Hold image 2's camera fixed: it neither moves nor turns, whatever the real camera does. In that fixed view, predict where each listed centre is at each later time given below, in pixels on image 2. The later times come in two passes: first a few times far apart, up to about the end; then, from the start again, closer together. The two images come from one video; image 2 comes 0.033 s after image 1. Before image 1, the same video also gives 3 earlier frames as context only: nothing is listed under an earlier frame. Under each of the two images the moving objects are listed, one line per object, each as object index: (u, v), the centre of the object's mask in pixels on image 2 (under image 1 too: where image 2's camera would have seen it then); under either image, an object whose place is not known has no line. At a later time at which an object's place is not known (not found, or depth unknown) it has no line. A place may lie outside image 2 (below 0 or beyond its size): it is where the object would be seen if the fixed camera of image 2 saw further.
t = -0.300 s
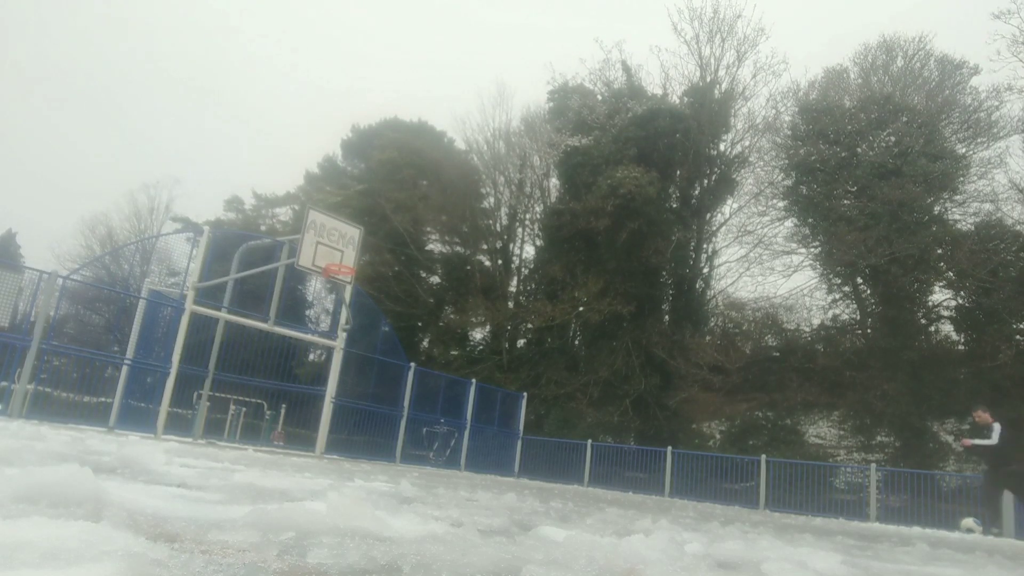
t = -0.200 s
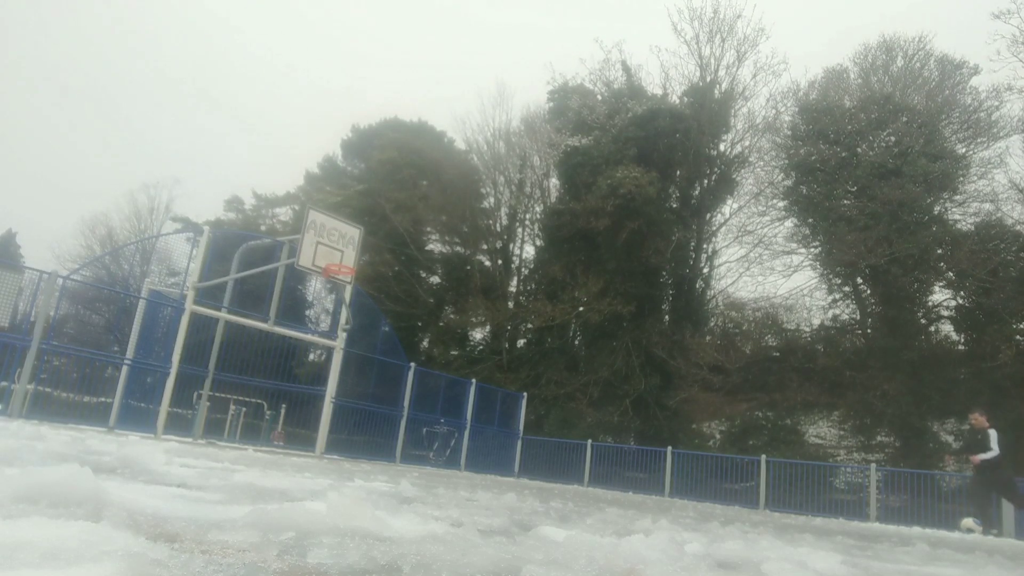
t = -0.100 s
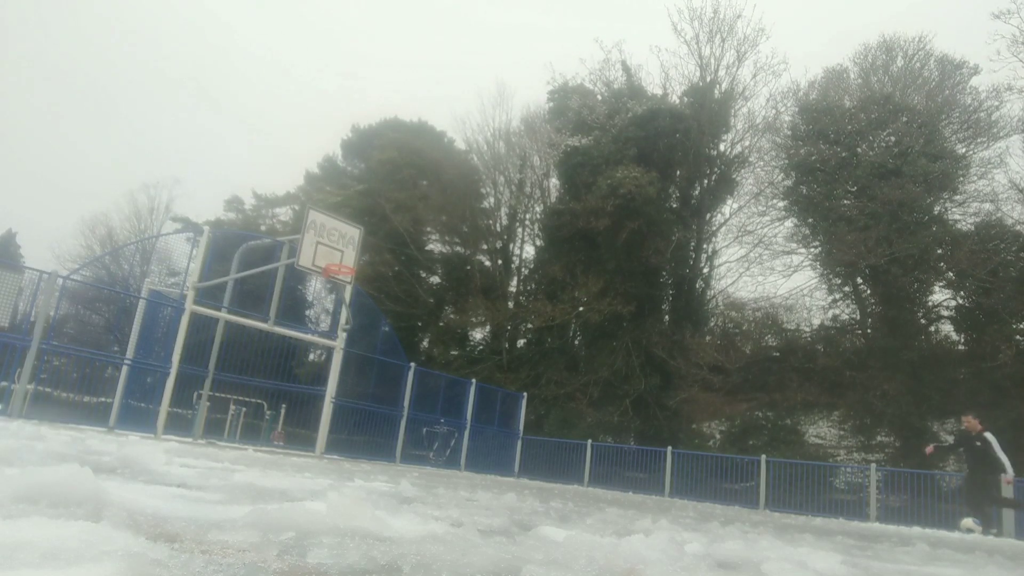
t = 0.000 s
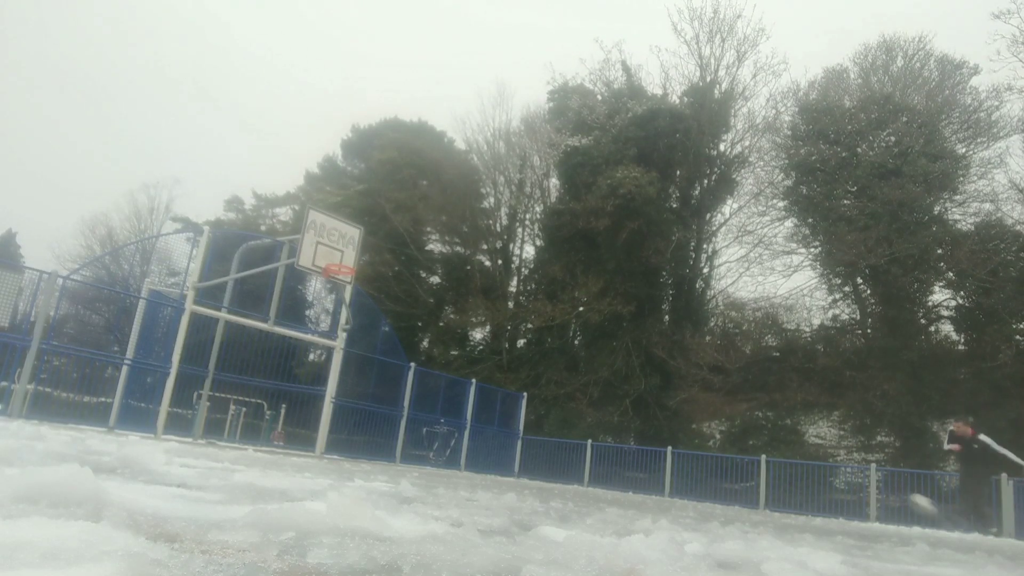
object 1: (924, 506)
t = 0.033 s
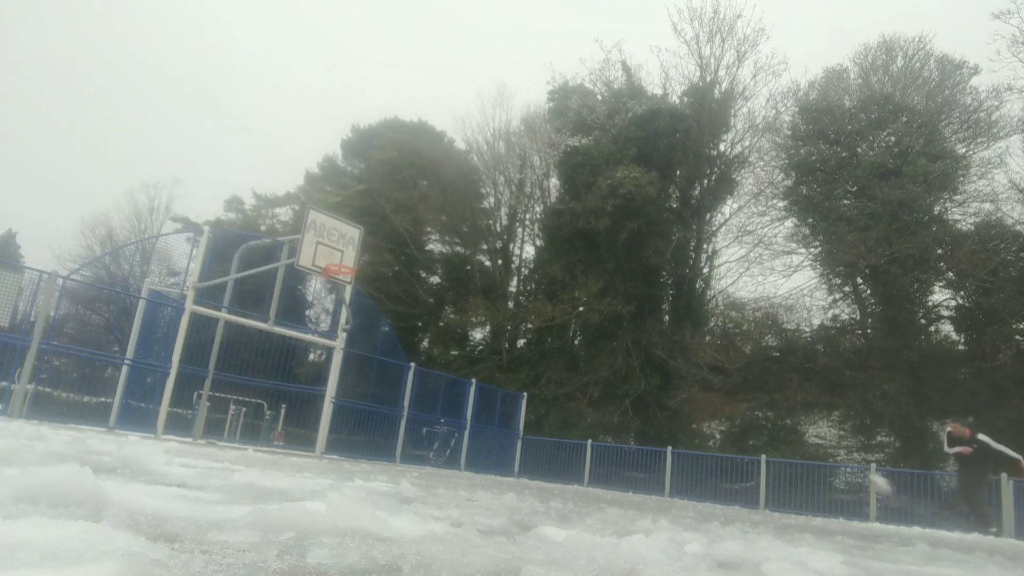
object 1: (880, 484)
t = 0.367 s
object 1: (524, 360)
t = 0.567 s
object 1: (354, 332)
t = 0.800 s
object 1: (173, 332)
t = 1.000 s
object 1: (162, 350)
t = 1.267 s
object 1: (137, 427)
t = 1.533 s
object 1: (140, 378)
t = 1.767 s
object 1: (125, 390)
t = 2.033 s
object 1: (96, 420)
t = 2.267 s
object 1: (80, 416)
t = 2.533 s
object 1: (61, 414)
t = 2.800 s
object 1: (48, 411)
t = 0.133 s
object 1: (759, 434)
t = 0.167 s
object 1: (721, 420)
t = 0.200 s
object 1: (686, 406)
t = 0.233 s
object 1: (652, 395)
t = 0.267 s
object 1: (619, 385)
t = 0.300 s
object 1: (586, 376)
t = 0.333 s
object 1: (554, 368)
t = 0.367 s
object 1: (524, 360)
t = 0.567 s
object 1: (354, 332)
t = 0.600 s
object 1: (327, 330)
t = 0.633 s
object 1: (302, 328)
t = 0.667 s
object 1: (275, 329)
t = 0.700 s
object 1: (249, 330)
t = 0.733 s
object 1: (224, 329)
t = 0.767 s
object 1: (199, 331)
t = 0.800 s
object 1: (173, 332)
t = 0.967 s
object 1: (163, 345)
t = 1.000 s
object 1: (162, 350)
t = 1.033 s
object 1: (159, 356)
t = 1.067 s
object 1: (157, 363)
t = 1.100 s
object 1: (155, 371)
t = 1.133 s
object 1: (151, 380)
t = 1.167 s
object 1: (148, 391)
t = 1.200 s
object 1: (145, 403)
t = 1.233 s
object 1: (140, 417)
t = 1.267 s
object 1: (137, 427)
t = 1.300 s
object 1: (138, 420)
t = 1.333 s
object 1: (138, 410)
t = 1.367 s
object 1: (140, 403)
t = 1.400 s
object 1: (140, 397)
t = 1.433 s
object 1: (141, 391)
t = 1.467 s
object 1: (140, 386)
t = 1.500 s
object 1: (140, 381)
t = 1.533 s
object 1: (140, 378)
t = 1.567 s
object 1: (139, 376)
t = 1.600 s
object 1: (139, 374)
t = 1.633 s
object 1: (135, 375)
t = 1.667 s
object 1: (134, 376)
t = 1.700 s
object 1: (131, 380)
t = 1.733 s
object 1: (129, 384)
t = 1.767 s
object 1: (125, 390)
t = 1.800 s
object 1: (120, 396)
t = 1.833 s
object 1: (116, 407)
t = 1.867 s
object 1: (110, 419)
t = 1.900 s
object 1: (108, 421)
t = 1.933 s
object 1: (104, 420)
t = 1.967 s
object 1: (101, 420)
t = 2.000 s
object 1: (99, 420)
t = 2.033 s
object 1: (96, 420)
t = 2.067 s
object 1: (93, 419)
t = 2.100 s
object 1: (91, 419)
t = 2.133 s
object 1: (89, 418)
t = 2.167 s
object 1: (87, 418)
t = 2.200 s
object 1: (85, 417)
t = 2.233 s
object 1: (82, 415)
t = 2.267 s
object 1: (80, 416)
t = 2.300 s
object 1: (77, 417)
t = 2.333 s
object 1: (75, 416)
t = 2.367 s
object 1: (72, 416)
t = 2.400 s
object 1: (70, 415)
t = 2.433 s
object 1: (67, 416)
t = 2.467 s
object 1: (65, 415)
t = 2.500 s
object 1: (63, 415)
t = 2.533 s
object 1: (61, 414)
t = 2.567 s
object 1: (59, 414)
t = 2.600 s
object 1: (57, 414)
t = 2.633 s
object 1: (55, 413)
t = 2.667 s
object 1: (54, 413)
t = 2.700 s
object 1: (52, 412)
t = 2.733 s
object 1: (51, 412)
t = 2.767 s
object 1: (50, 412)
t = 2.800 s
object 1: (48, 411)
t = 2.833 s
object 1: (48, 411)
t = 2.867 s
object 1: (47, 411)
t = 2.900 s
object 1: (45, 411)
